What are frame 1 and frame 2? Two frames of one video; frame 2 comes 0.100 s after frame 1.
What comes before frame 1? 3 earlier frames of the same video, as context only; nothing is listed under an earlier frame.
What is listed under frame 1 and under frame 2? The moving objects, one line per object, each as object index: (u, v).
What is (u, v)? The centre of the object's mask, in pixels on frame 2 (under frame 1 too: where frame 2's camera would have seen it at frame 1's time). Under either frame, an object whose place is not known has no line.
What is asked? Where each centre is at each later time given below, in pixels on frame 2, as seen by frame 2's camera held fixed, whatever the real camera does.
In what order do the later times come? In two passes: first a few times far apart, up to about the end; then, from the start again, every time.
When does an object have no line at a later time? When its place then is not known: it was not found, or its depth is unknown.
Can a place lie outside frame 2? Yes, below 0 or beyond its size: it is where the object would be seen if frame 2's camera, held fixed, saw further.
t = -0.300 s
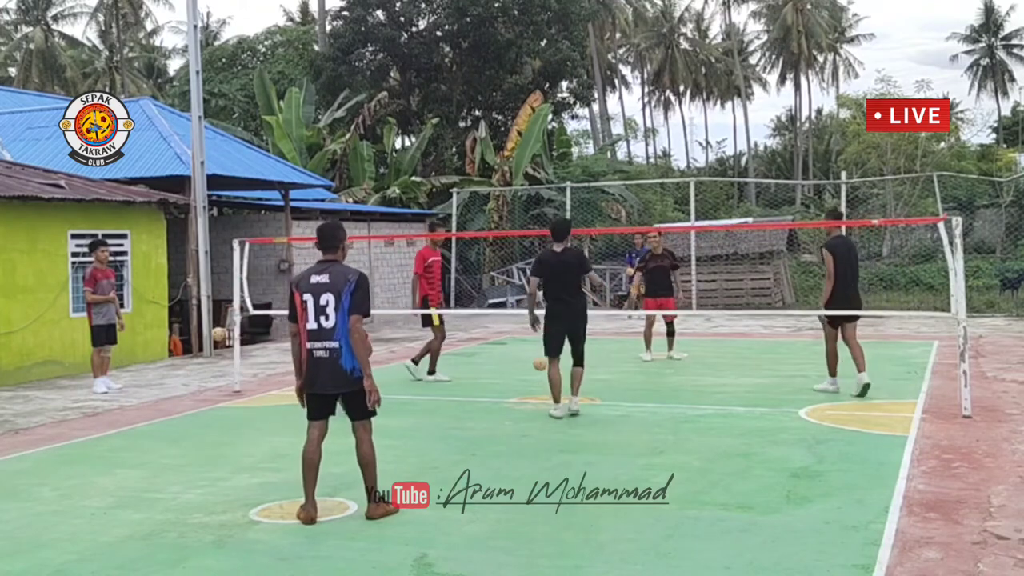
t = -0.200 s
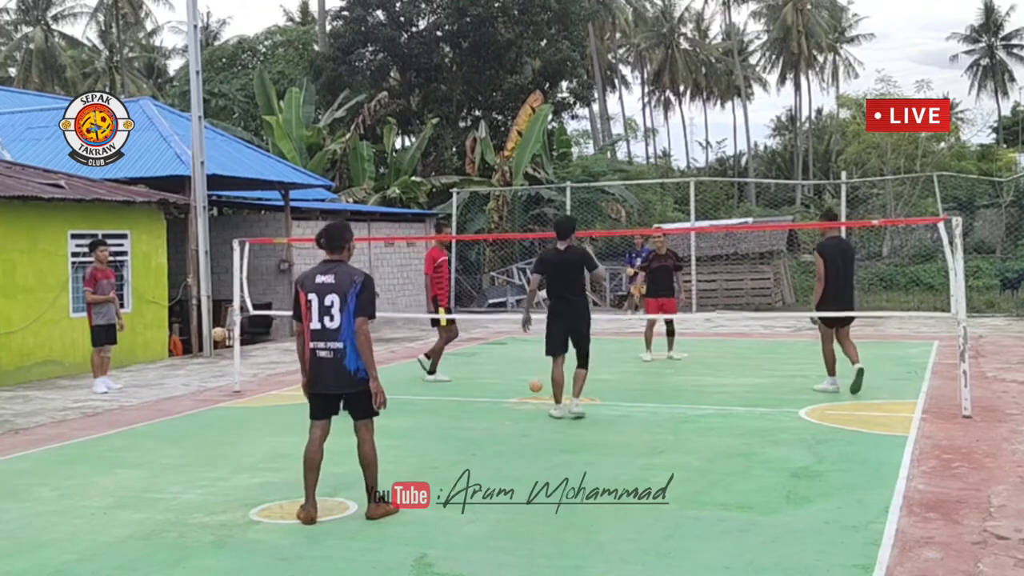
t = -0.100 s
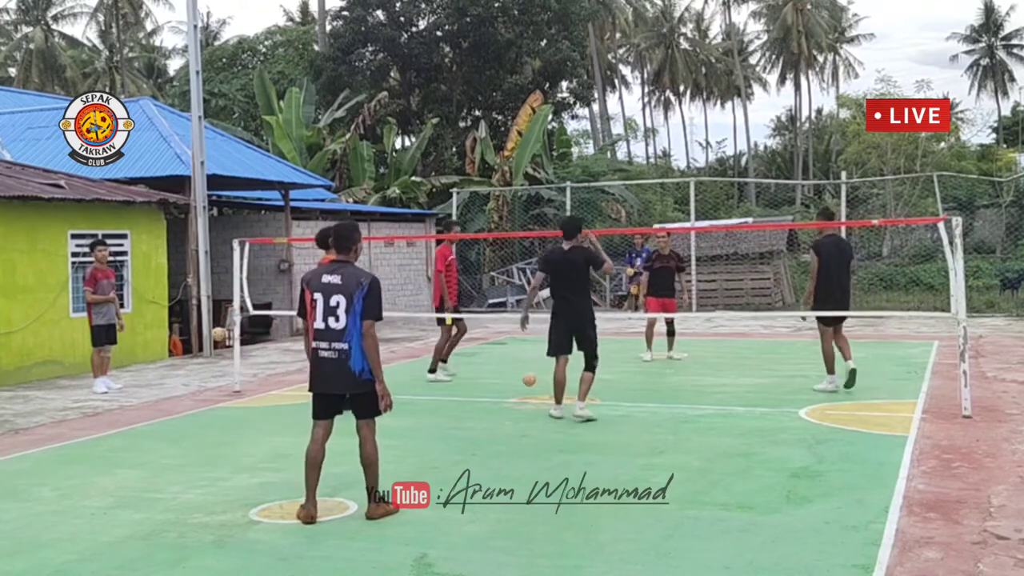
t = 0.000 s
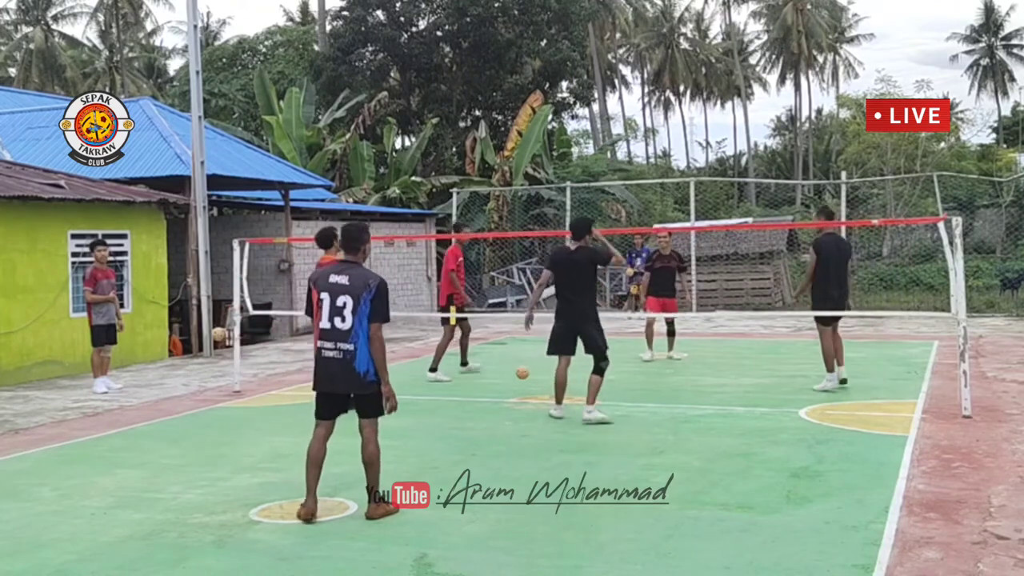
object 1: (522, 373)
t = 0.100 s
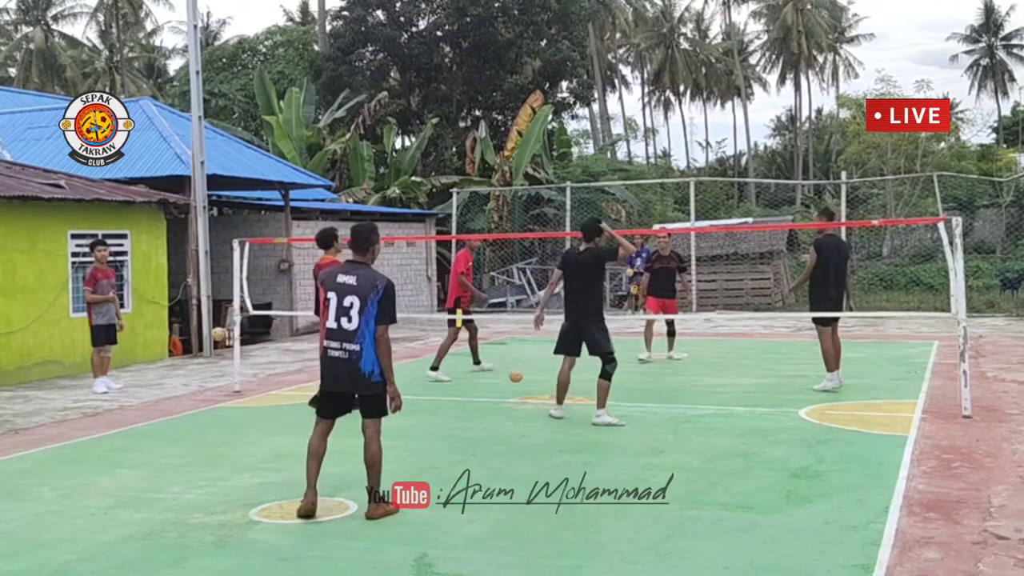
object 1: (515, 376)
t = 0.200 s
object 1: (509, 390)
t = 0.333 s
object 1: (503, 381)
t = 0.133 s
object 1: (513, 380)
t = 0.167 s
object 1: (512, 384)
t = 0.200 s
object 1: (509, 390)
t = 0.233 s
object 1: (507, 387)
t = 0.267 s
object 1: (506, 384)
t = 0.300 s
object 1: (504, 382)
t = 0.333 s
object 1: (503, 381)
